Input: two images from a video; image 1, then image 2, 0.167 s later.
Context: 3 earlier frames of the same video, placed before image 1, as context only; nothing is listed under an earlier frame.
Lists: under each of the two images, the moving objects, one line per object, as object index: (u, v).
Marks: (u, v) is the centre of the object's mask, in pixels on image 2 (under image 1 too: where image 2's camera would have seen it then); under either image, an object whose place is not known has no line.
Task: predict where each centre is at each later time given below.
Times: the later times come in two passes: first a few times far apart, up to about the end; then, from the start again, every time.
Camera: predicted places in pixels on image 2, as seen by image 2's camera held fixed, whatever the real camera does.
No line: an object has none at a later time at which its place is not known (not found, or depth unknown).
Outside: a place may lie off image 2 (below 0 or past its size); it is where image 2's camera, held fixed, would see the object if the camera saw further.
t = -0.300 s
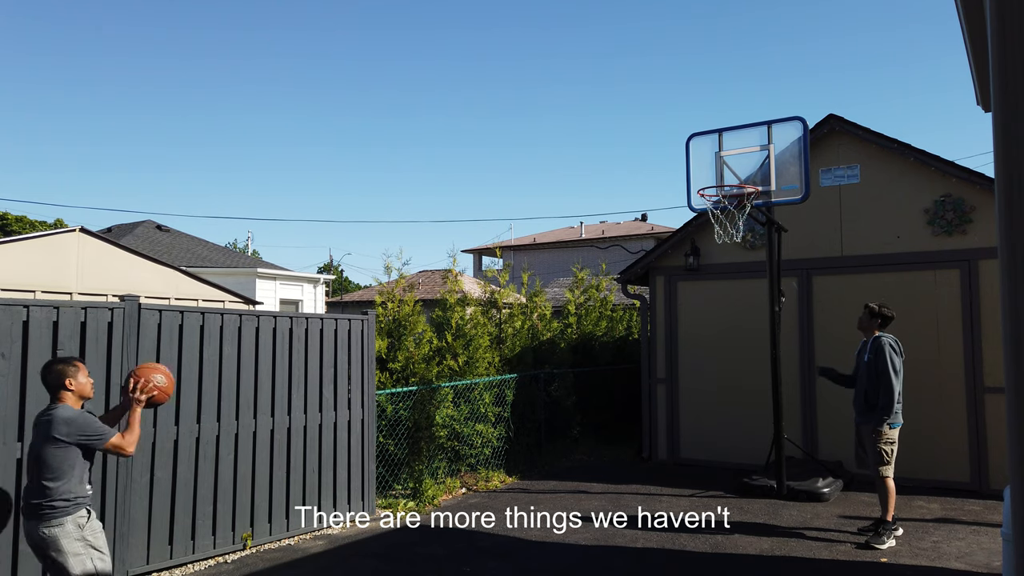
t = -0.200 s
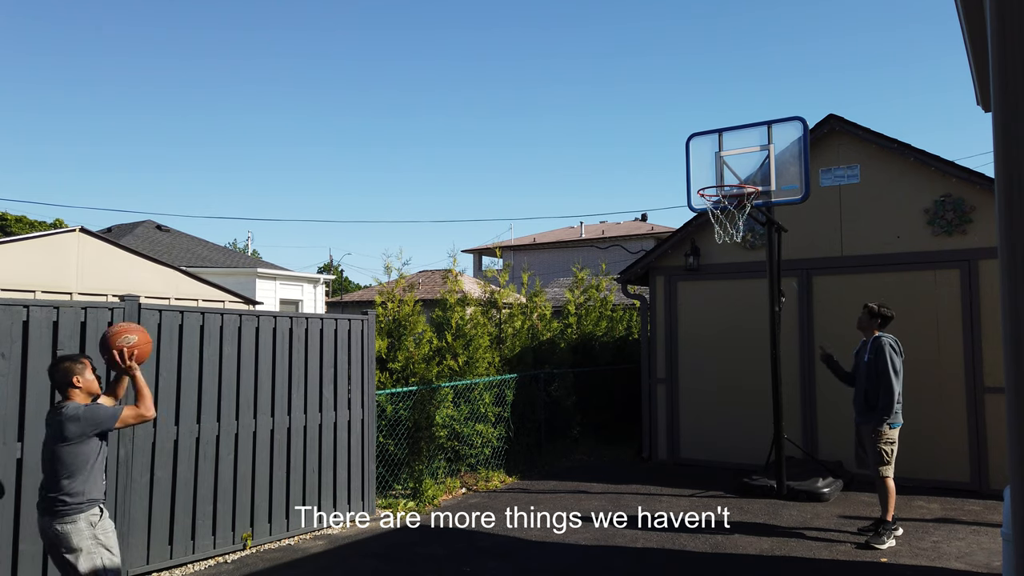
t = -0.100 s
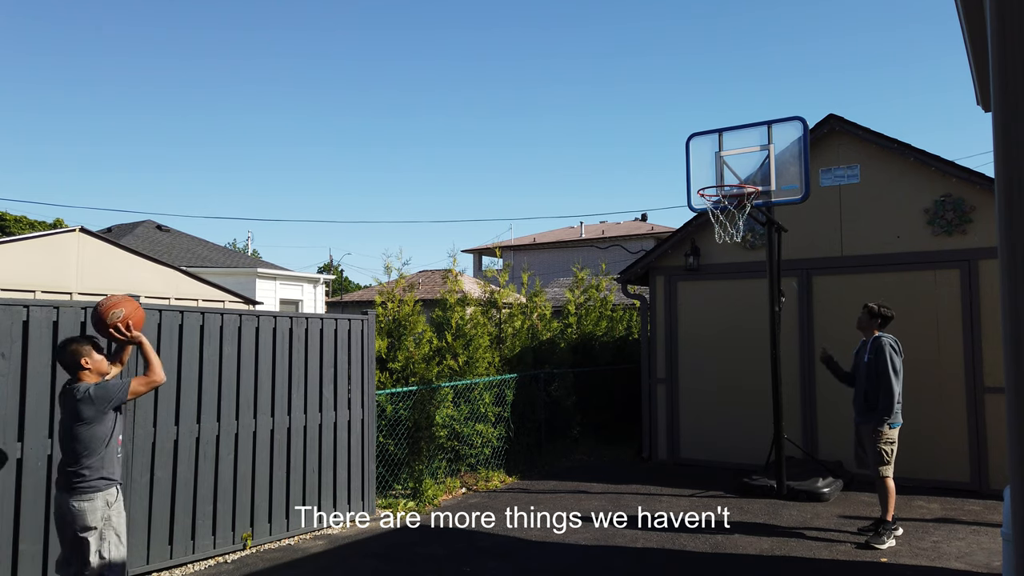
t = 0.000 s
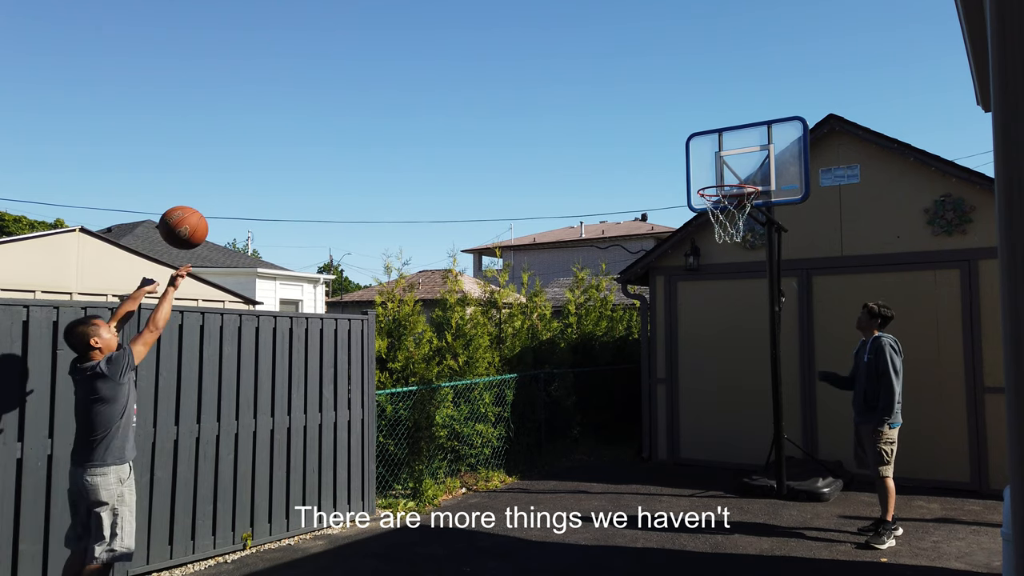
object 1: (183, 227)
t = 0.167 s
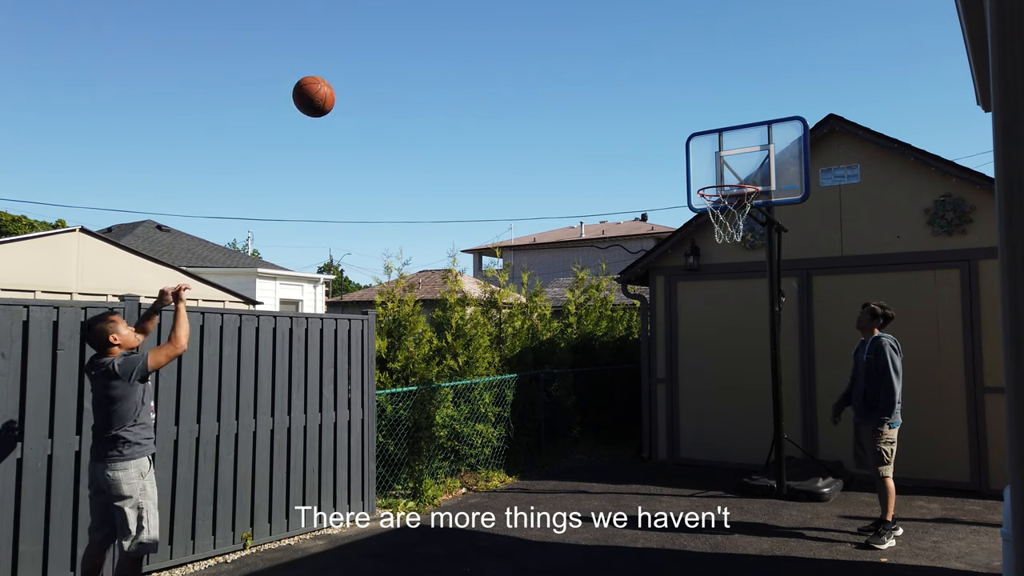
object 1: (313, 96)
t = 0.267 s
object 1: (381, 48)
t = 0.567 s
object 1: (549, 10)
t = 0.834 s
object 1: (669, 65)
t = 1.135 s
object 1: (774, 172)
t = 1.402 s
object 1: (803, 169)
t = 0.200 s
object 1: (337, 78)
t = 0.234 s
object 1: (359, 62)
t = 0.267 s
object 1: (381, 48)
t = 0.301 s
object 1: (402, 36)
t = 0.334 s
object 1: (423, 26)
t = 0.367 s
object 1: (443, 19)
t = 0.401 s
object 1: (462, 14)
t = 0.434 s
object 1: (480, 12)
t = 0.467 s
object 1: (498, 10)
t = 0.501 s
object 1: (516, 9)
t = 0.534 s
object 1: (533, 9)
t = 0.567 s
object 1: (549, 10)
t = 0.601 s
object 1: (566, 11)
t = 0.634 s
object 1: (582, 14)
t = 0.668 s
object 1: (597, 18)
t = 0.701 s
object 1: (612, 25)
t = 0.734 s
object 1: (627, 33)
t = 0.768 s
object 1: (641, 43)
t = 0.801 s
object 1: (655, 53)
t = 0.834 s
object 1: (669, 65)
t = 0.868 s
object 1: (683, 78)
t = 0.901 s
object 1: (696, 91)
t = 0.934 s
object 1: (709, 106)
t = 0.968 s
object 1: (722, 122)
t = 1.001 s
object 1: (734, 139)
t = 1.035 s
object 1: (747, 156)
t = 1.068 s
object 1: (759, 174)
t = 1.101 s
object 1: (770, 178)
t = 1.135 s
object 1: (774, 172)
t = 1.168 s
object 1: (777, 167)
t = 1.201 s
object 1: (780, 164)
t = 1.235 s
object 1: (783, 162)
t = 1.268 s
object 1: (787, 160)
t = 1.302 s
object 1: (791, 161)
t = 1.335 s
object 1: (794, 162)
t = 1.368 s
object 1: (798, 165)
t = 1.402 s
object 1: (803, 169)
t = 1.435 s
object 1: (807, 175)
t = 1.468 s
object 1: (812, 182)
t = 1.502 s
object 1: (817, 192)
